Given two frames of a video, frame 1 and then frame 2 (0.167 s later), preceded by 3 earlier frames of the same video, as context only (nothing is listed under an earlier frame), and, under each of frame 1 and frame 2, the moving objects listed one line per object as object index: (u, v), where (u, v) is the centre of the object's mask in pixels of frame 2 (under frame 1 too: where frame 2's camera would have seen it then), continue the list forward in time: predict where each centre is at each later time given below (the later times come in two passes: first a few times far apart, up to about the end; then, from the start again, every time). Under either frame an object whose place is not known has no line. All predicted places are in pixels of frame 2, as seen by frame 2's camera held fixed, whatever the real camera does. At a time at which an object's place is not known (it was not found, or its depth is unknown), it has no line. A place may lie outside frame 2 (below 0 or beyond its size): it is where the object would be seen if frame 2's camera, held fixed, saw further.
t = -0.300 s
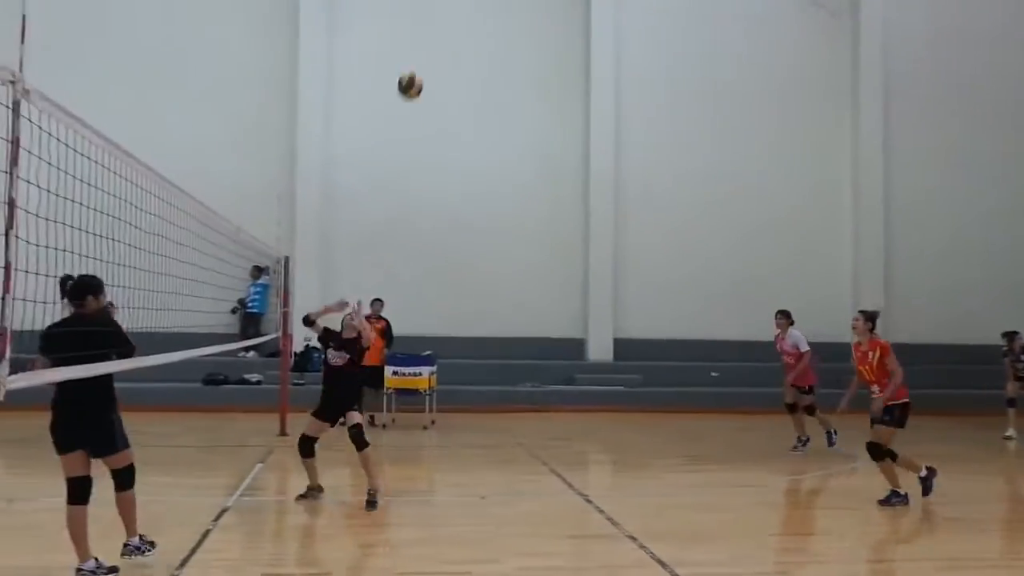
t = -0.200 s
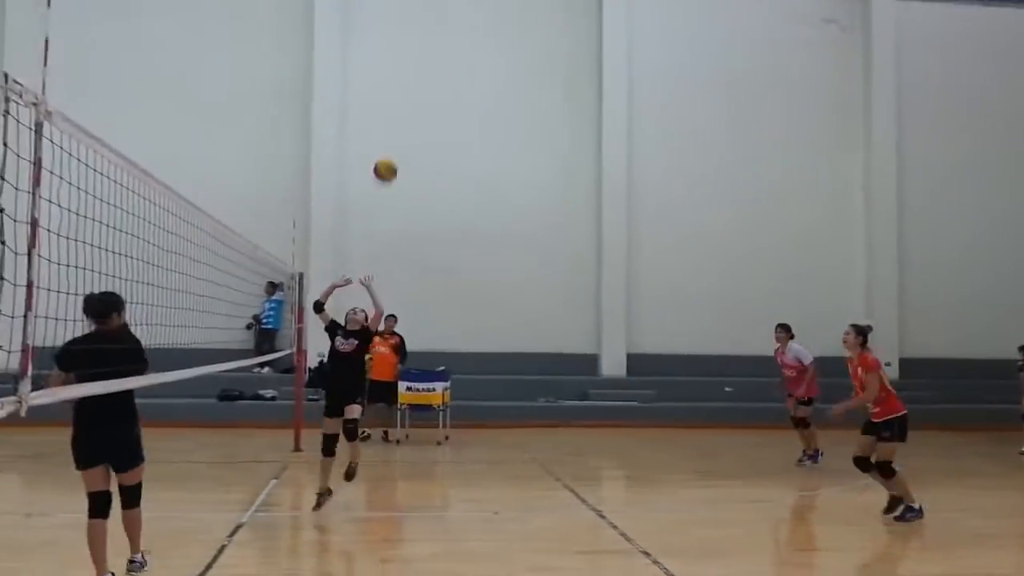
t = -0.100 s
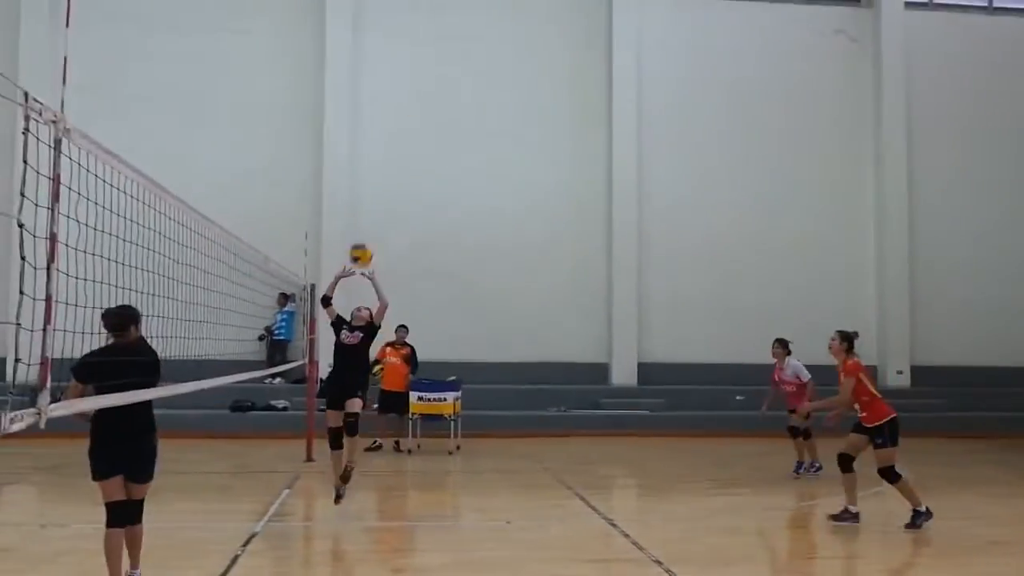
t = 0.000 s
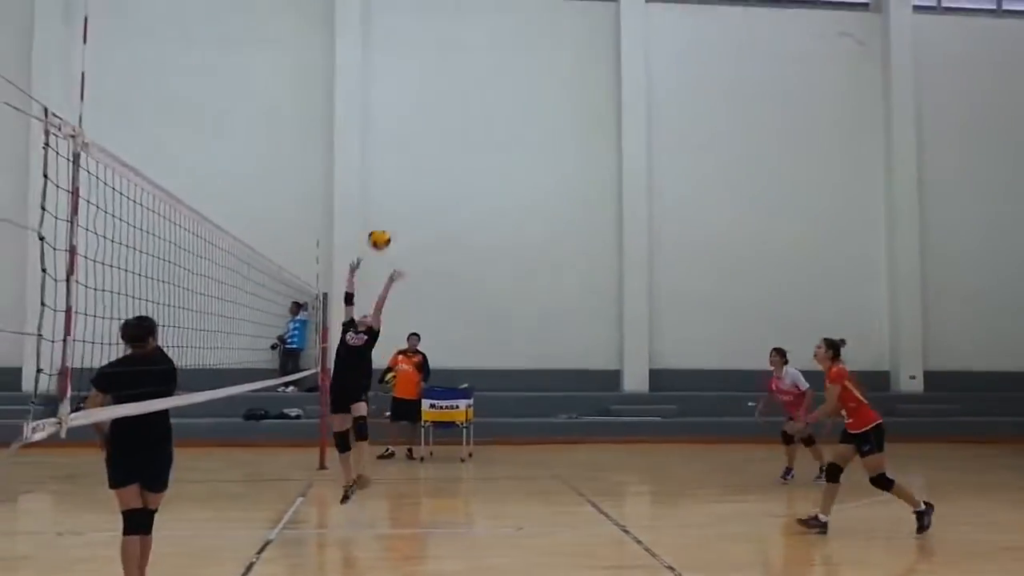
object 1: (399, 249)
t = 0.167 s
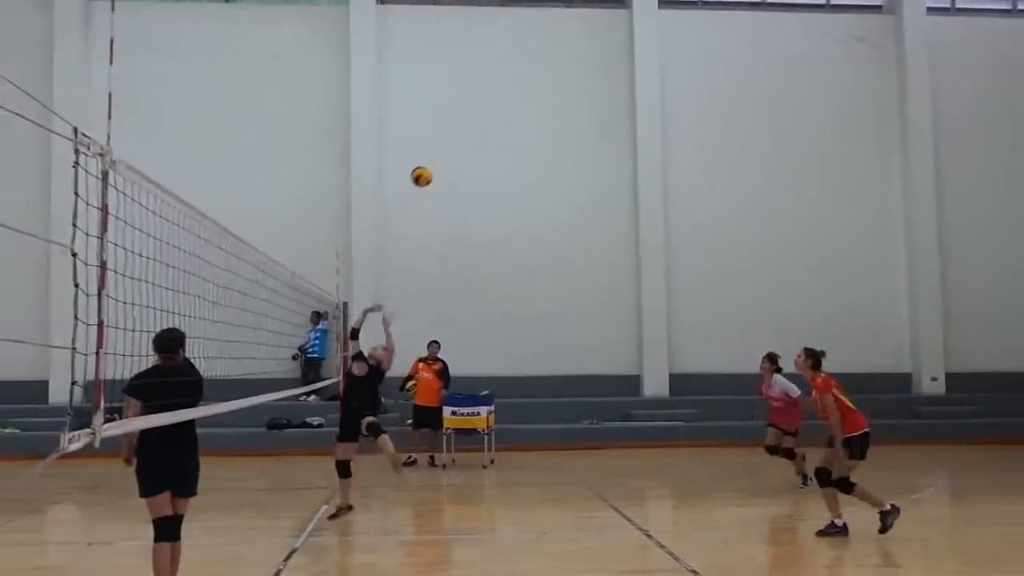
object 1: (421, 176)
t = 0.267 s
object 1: (437, 149)
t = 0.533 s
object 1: (469, 128)
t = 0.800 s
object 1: (497, 169)
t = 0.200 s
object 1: (426, 166)
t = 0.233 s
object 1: (431, 157)
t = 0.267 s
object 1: (437, 149)
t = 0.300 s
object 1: (441, 142)
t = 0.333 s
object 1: (445, 137)
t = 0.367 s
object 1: (450, 132)
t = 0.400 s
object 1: (453, 129)
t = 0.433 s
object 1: (458, 128)
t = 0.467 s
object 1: (461, 127)
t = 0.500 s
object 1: (465, 127)
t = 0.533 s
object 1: (469, 128)
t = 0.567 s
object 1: (473, 129)
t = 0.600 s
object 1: (476, 132)
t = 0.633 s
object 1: (480, 137)
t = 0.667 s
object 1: (483, 141)
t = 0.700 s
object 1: (487, 146)
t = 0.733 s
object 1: (489, 154)
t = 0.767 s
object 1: (493, 161)
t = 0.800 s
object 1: (497, 169)
